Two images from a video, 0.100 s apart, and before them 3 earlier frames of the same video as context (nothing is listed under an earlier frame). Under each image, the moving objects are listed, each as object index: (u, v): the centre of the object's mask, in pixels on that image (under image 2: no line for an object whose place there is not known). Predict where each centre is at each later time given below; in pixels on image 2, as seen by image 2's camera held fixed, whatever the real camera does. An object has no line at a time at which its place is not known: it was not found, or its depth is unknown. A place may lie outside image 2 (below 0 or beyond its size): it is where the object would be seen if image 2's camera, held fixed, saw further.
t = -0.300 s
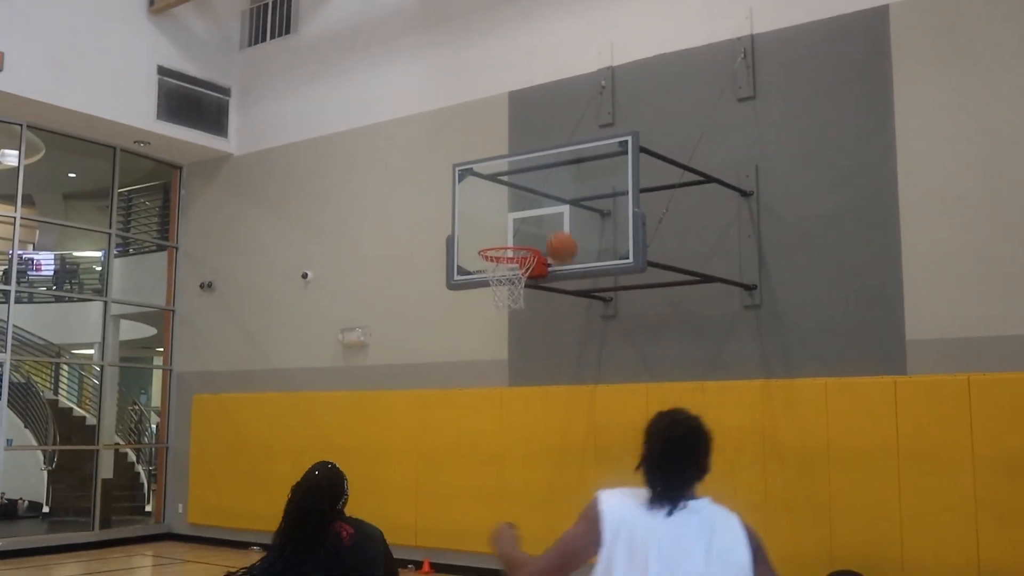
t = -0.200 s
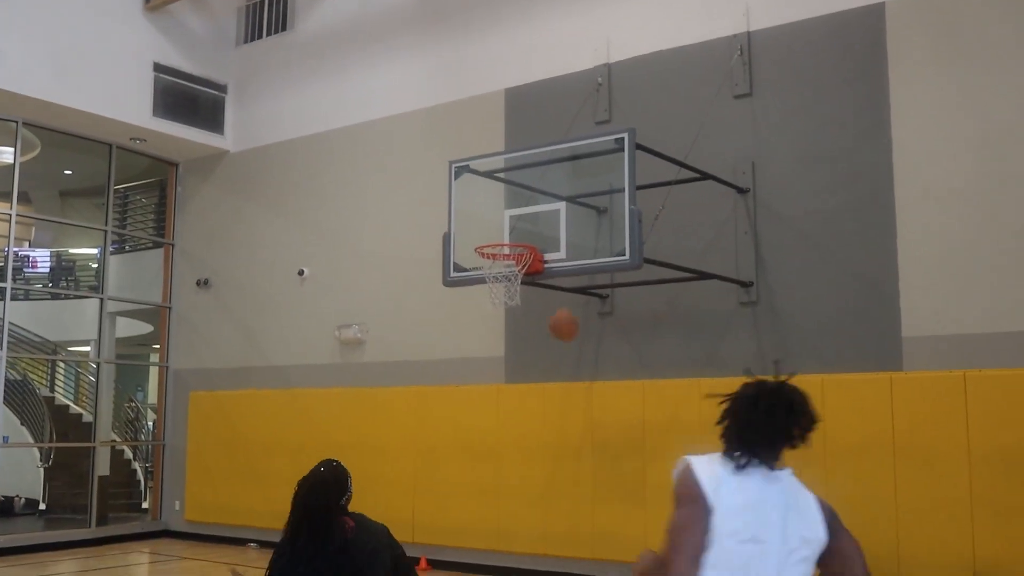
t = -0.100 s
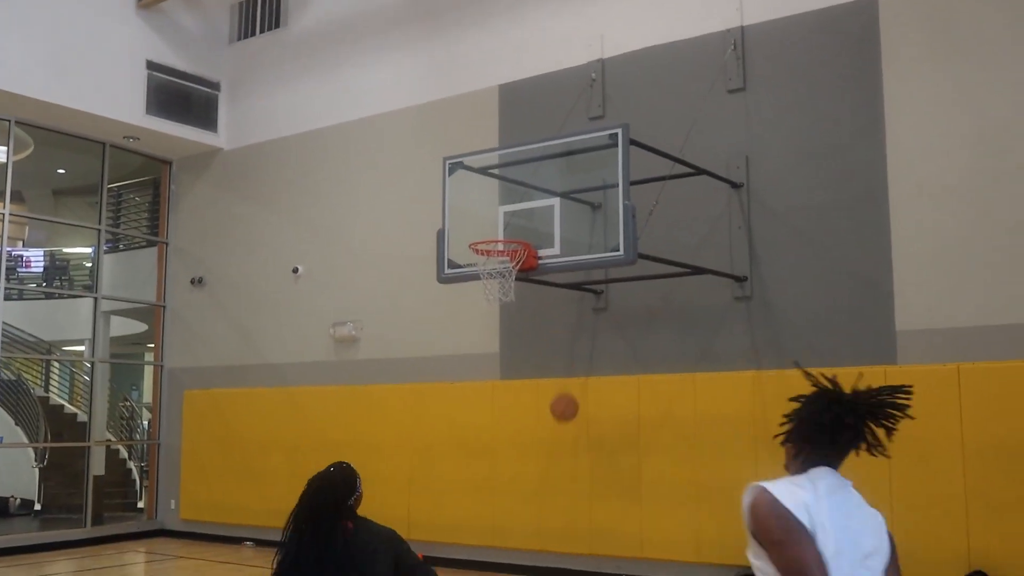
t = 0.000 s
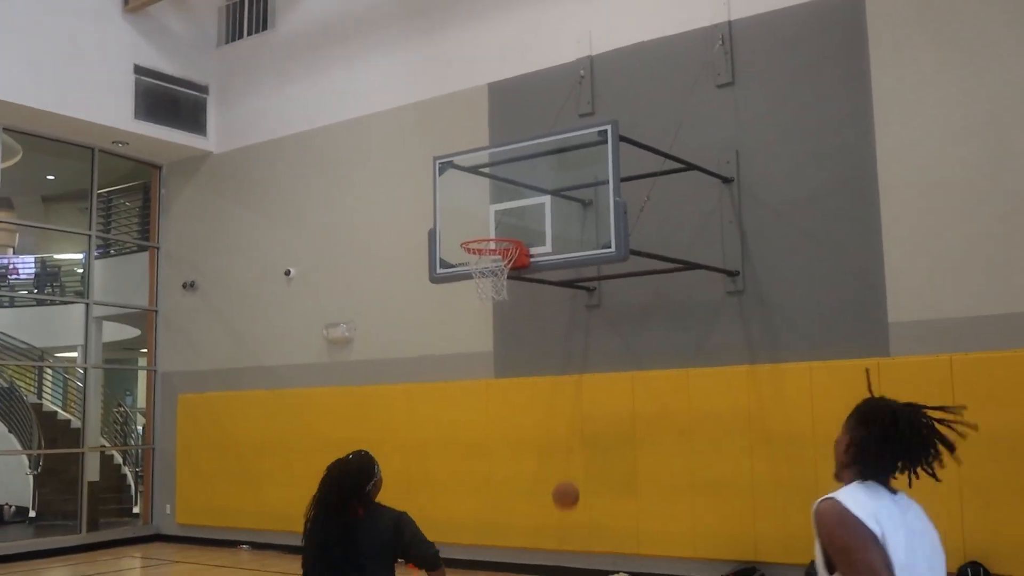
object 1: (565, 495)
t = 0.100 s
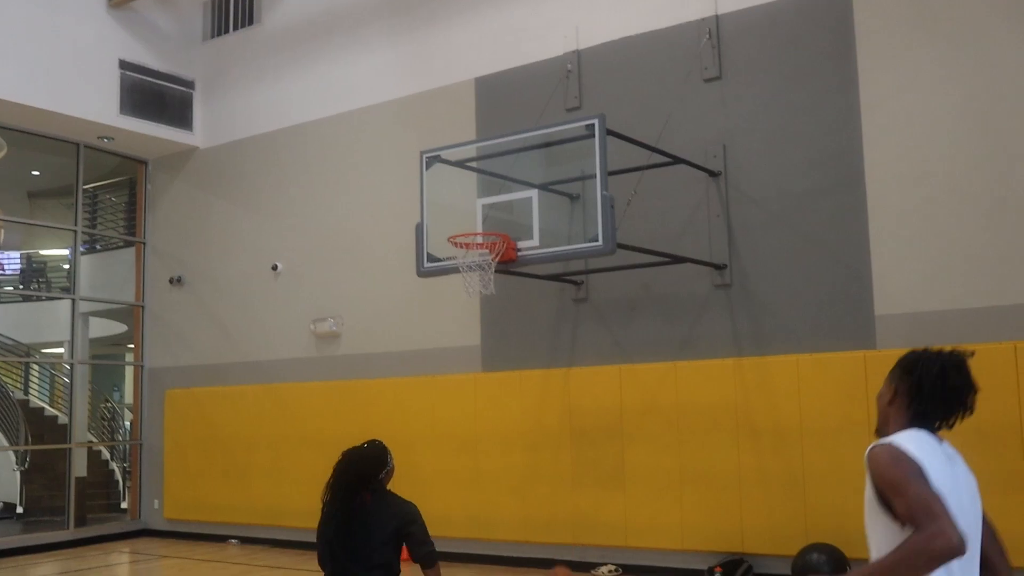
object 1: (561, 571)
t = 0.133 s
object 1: (562, 567)
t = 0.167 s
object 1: (562, 544)
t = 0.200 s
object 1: (562, 521)
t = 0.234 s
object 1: (562, 501)
